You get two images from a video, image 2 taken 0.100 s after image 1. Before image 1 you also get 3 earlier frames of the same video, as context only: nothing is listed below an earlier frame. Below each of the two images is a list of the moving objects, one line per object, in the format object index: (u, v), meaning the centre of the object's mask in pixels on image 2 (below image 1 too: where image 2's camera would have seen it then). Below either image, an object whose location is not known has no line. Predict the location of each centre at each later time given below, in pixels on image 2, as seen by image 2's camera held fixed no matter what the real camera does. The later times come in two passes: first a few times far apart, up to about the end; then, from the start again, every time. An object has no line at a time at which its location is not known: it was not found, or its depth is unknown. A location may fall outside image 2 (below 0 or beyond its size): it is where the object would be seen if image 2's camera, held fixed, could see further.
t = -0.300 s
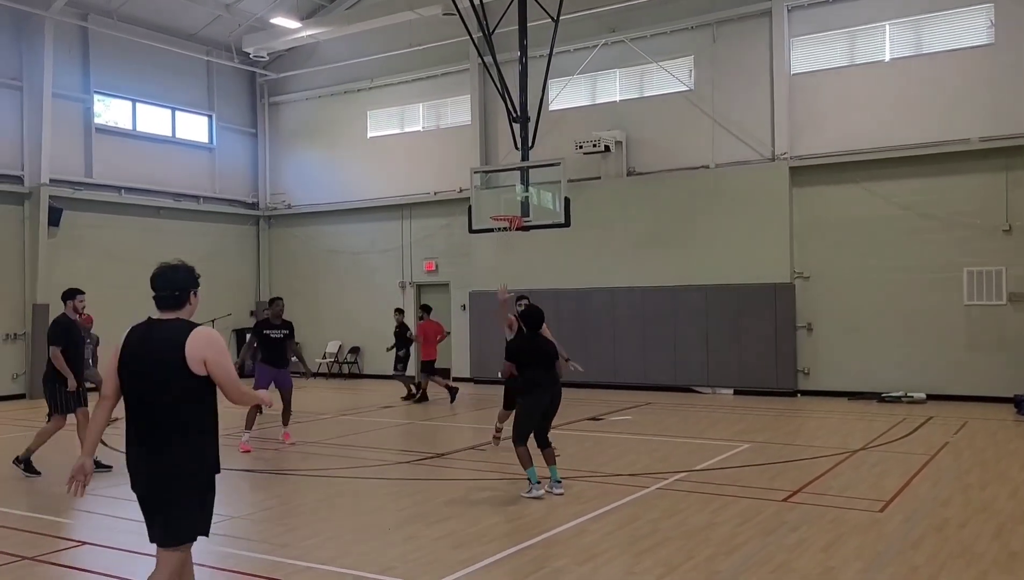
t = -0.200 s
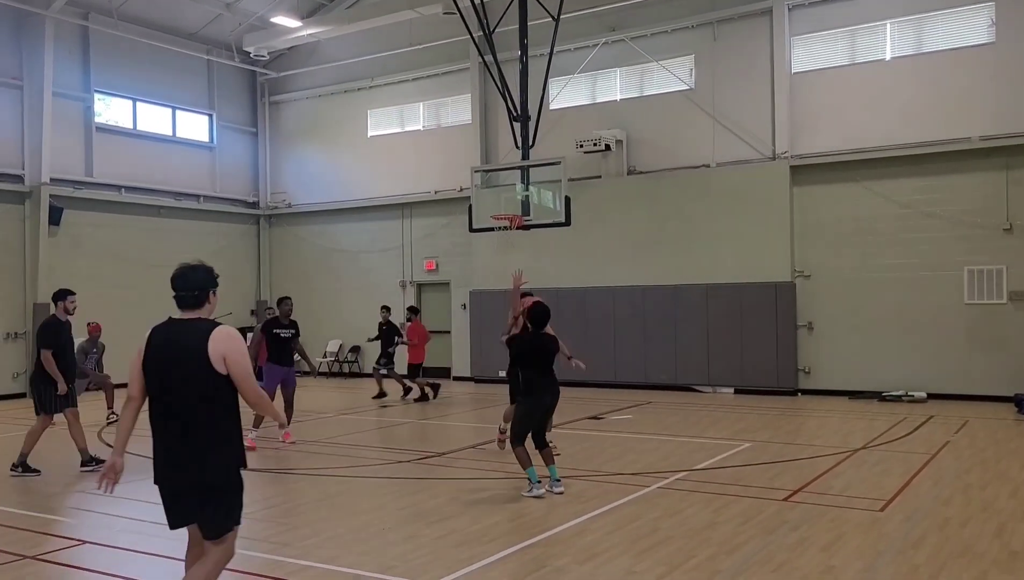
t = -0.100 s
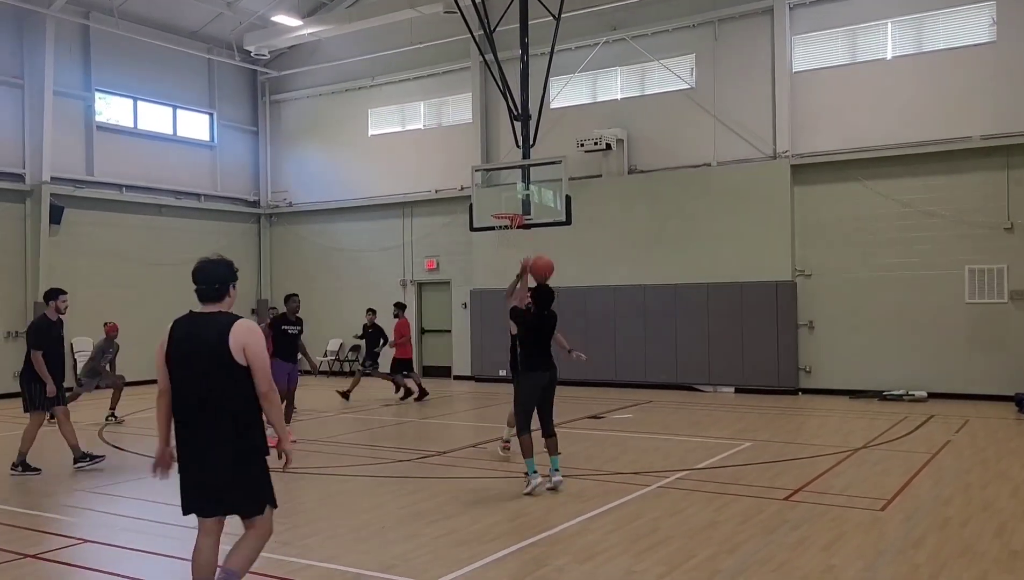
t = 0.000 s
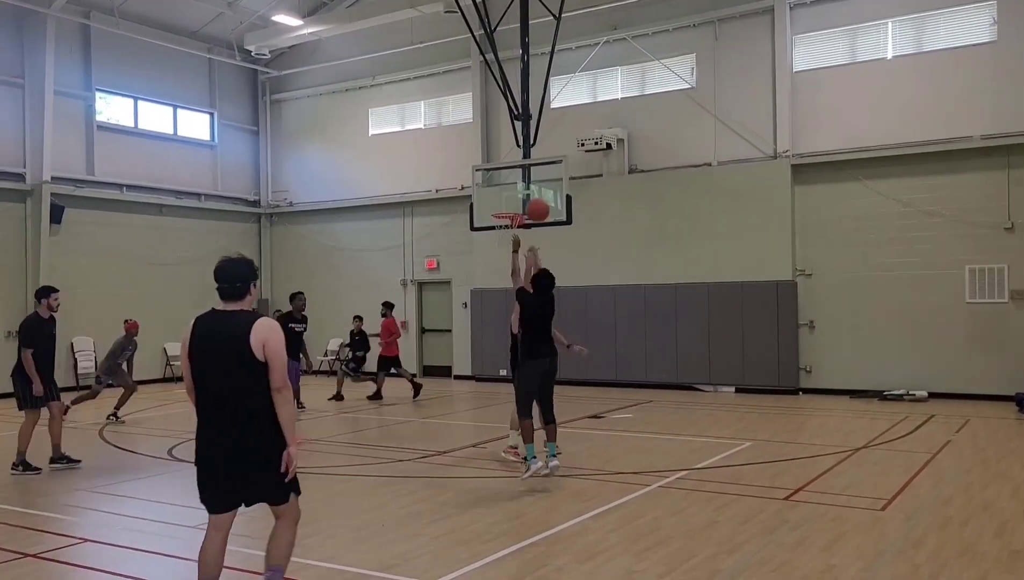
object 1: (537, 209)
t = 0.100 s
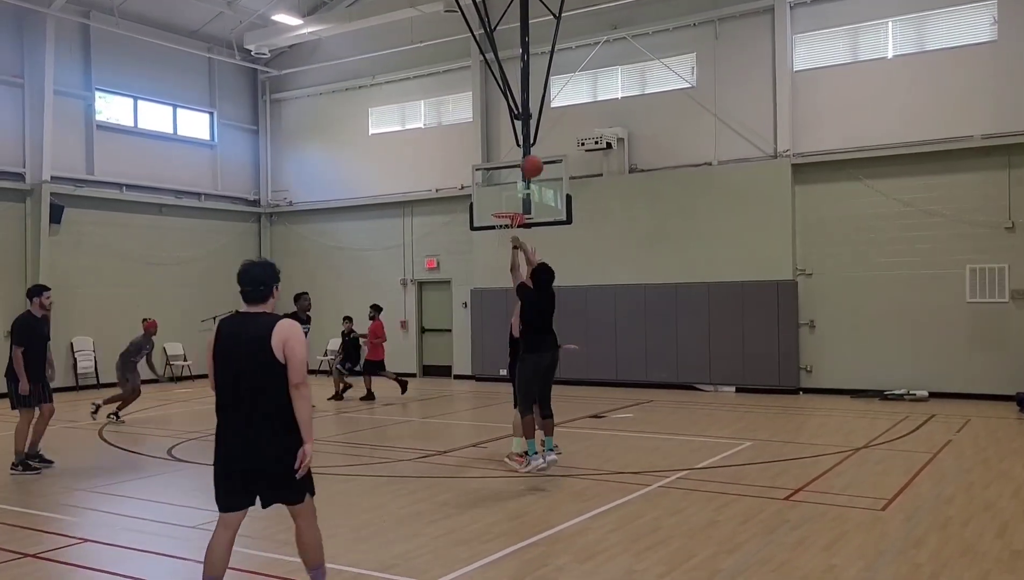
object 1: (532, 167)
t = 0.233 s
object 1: (525, 131)
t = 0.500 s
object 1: (517, 112)
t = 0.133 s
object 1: (530, 155)
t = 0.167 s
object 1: (529, 145)
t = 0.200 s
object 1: (527, 137)
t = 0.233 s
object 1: (525, 131)
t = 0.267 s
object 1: (524, 123)
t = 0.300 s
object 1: (523, 120)
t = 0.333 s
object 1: (522, 115)
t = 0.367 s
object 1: (521, 113)
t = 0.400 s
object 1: (520, 112)
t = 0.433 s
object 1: (519, 111)
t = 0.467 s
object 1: (519, 111)
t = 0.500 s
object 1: (517, 112)
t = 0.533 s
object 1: (516, 113)
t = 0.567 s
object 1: (515, 116)
